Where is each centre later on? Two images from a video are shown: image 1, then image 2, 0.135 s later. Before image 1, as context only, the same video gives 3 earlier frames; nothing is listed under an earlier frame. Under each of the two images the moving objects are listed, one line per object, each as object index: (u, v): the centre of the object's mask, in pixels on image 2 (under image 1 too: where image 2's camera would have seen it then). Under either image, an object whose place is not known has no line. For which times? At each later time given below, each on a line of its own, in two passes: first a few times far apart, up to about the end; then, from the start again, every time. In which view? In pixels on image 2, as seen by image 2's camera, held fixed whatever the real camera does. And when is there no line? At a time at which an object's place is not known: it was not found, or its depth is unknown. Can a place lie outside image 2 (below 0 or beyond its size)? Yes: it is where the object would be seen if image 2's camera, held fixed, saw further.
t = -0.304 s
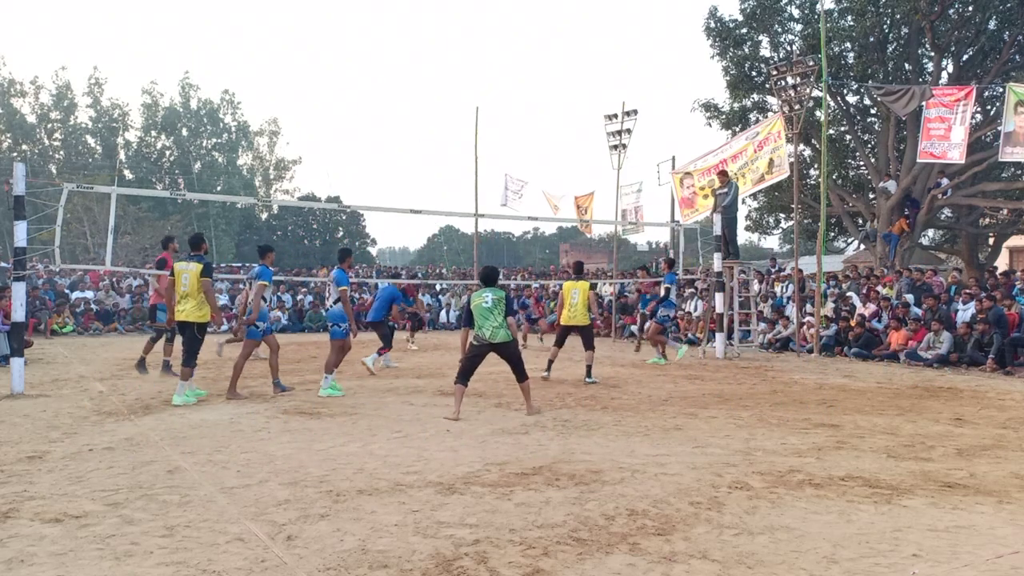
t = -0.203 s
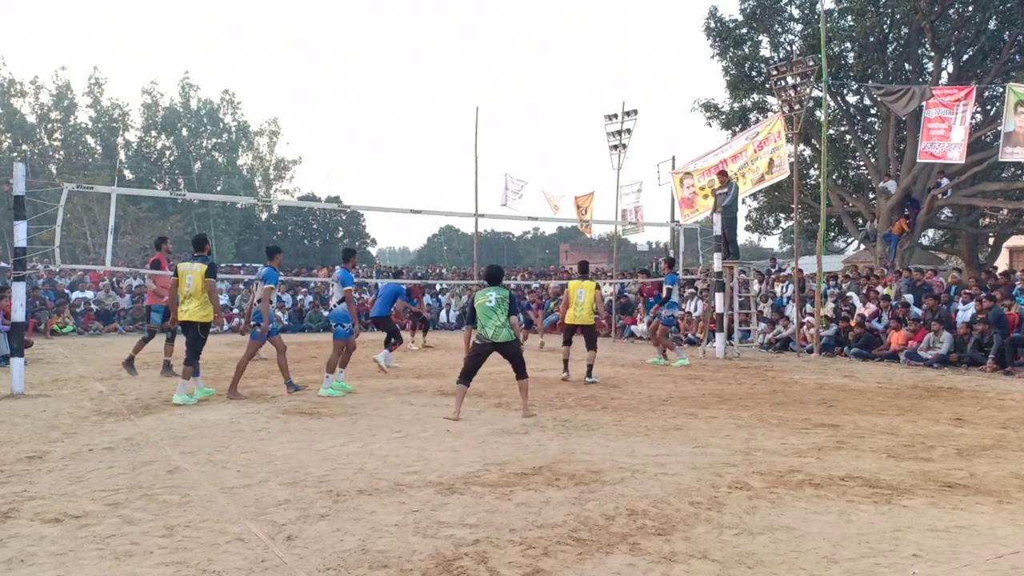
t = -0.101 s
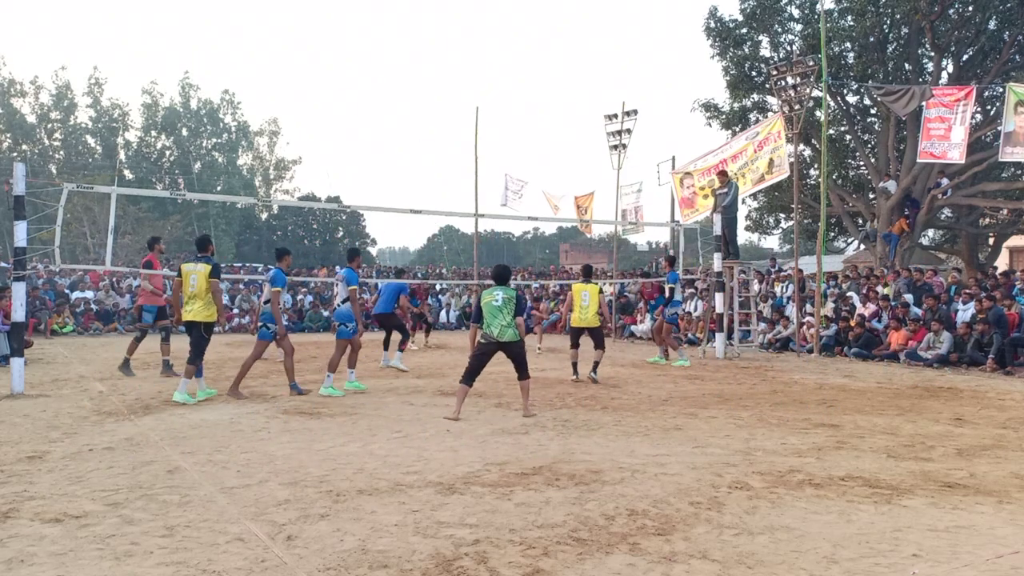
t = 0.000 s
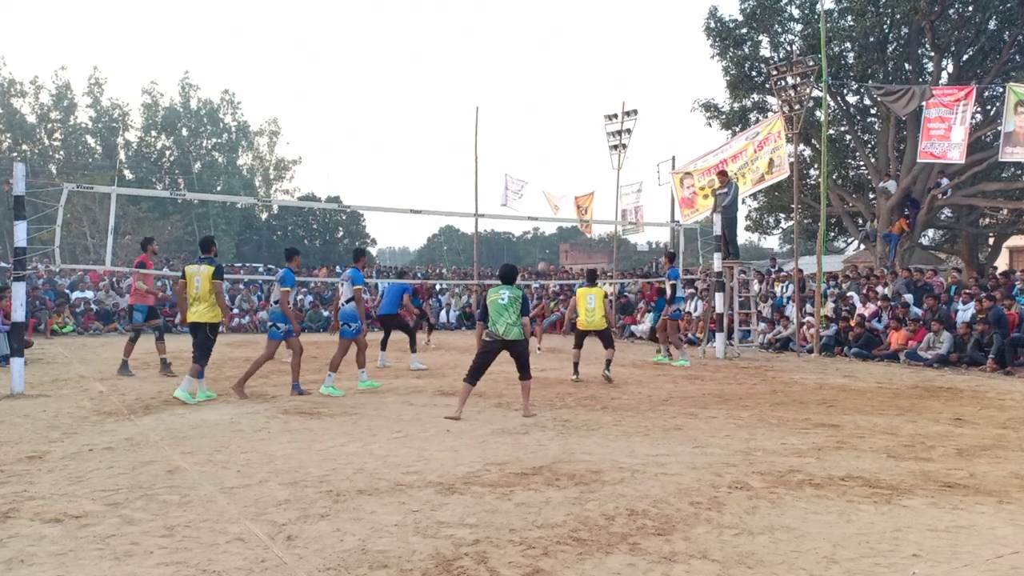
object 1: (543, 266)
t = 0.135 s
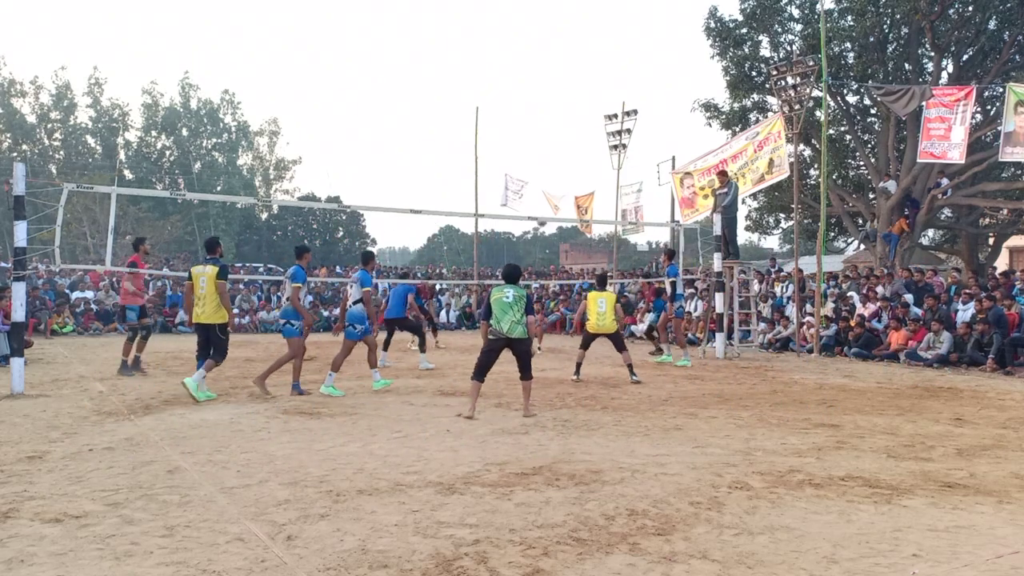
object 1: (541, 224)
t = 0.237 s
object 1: (539, 192)
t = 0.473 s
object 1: (535, 145)
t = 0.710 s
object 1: (531, 125)
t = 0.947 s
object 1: (526, 135)
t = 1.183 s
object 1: (521, 175)
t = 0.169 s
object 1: (541, 211)
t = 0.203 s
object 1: (540, 201)
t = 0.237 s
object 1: (539, 192)
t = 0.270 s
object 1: (538, 184)
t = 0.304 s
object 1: (538, 176)
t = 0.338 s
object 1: (537, 172)
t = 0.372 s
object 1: (537, 163)
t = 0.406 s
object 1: (536, 156)
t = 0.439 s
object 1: (536, 150)
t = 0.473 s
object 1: (535, 145)
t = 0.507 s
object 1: (535, 140)
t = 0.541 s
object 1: (534, 136)
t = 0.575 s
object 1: (534, 133)
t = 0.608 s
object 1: (533, 130)
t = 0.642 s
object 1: (532, 128)
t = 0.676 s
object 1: (532, 126)
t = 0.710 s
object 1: (531, 125)
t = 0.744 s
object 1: (530, 125)
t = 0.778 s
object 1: (530, 125)
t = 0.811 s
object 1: (529, 125)
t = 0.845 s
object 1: (528, 127)
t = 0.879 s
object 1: (528, 129)
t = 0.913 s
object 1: (527, 132)
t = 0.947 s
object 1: (526, 135)
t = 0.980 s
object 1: (525, 139)
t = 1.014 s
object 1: (525, 143)
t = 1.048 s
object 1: (524, 148)
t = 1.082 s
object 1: (523, 154)
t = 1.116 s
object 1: (523, 160)
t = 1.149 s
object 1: (522, 167)
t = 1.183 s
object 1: (521, 175)
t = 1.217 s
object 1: (520, 182)
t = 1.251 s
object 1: (520, 191)
